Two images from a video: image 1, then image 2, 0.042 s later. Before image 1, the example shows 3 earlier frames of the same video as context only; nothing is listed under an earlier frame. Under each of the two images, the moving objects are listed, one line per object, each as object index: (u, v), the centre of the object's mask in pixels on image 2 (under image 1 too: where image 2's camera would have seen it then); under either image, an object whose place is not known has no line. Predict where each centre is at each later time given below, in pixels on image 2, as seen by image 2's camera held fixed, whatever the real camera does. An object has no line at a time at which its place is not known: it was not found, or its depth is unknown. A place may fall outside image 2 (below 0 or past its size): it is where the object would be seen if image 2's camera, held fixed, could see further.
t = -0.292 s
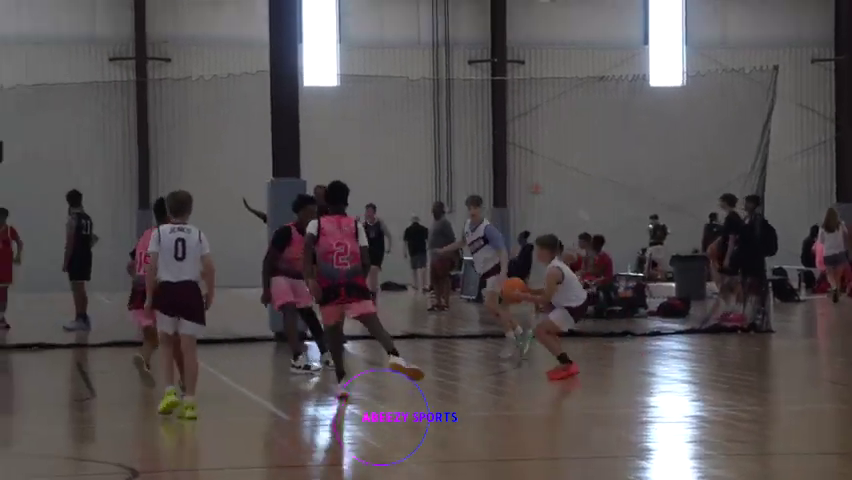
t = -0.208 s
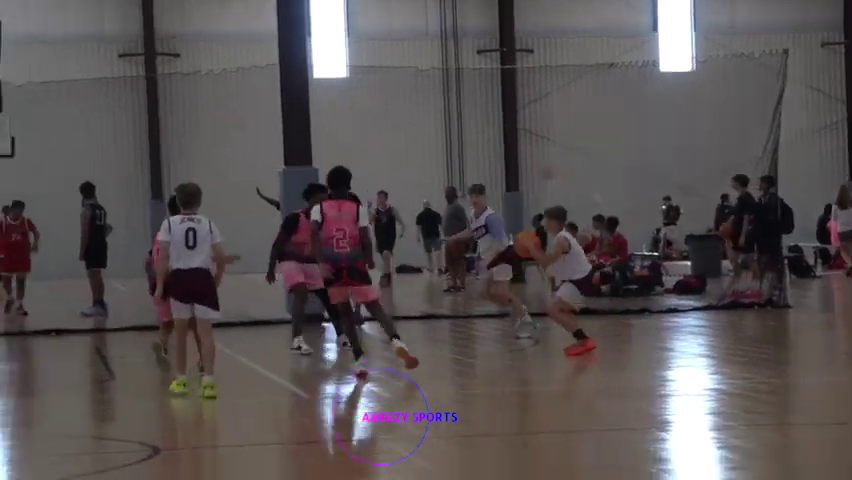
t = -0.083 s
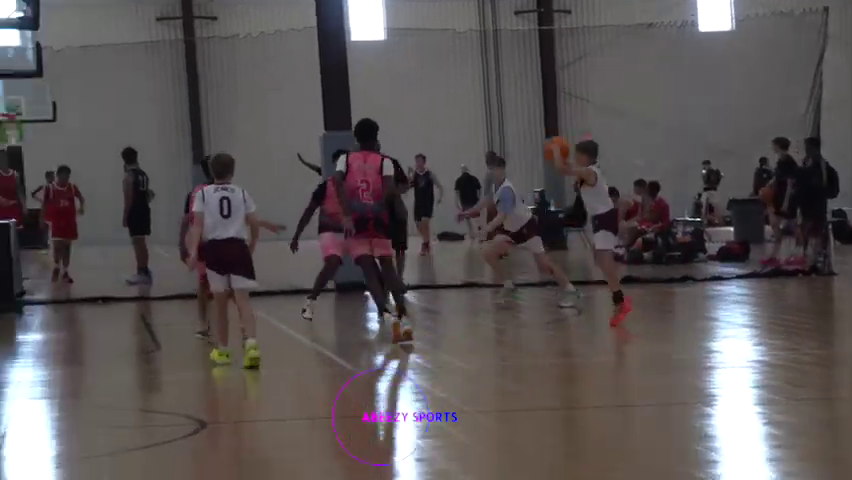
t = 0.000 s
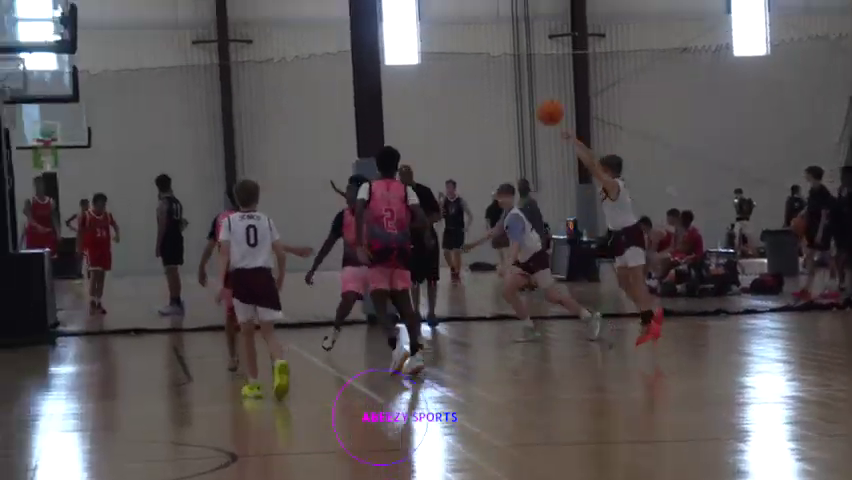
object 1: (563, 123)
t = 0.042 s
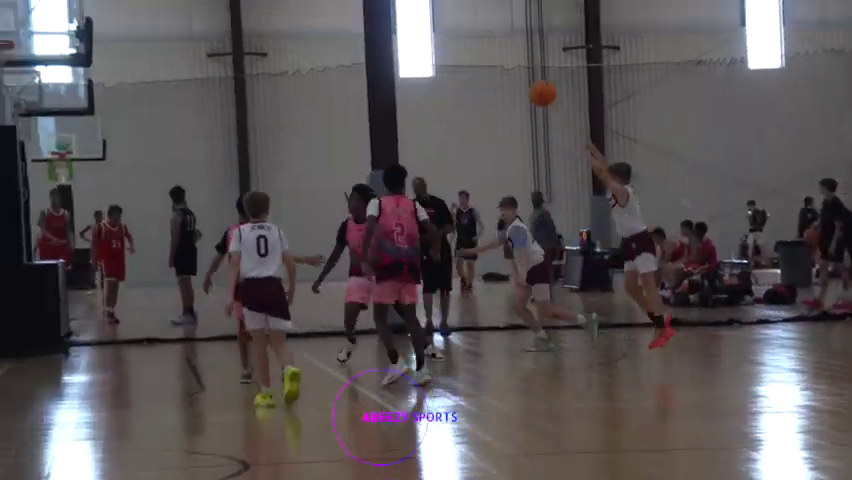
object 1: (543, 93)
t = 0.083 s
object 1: (521, 65)
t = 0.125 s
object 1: (501, 37)
